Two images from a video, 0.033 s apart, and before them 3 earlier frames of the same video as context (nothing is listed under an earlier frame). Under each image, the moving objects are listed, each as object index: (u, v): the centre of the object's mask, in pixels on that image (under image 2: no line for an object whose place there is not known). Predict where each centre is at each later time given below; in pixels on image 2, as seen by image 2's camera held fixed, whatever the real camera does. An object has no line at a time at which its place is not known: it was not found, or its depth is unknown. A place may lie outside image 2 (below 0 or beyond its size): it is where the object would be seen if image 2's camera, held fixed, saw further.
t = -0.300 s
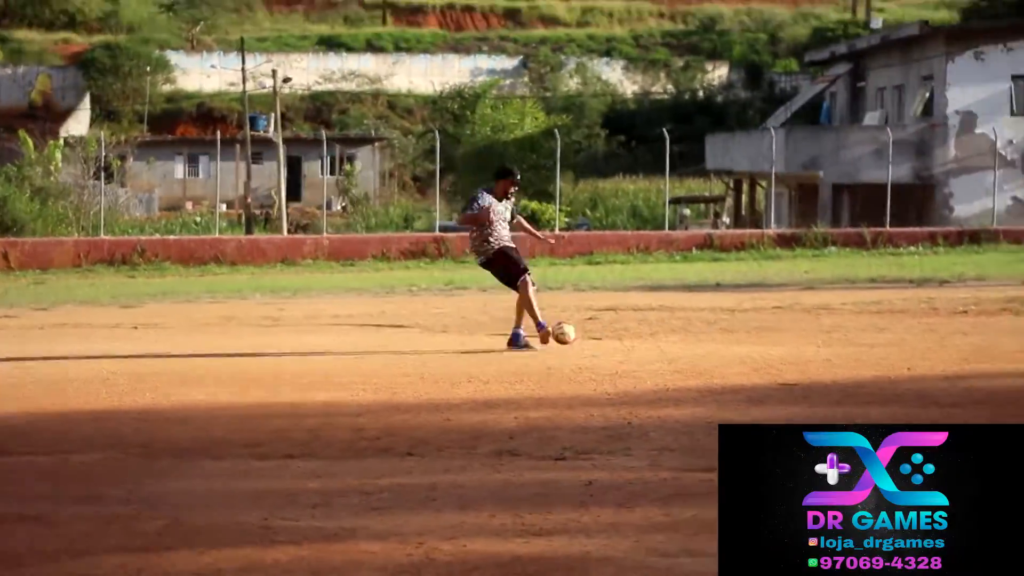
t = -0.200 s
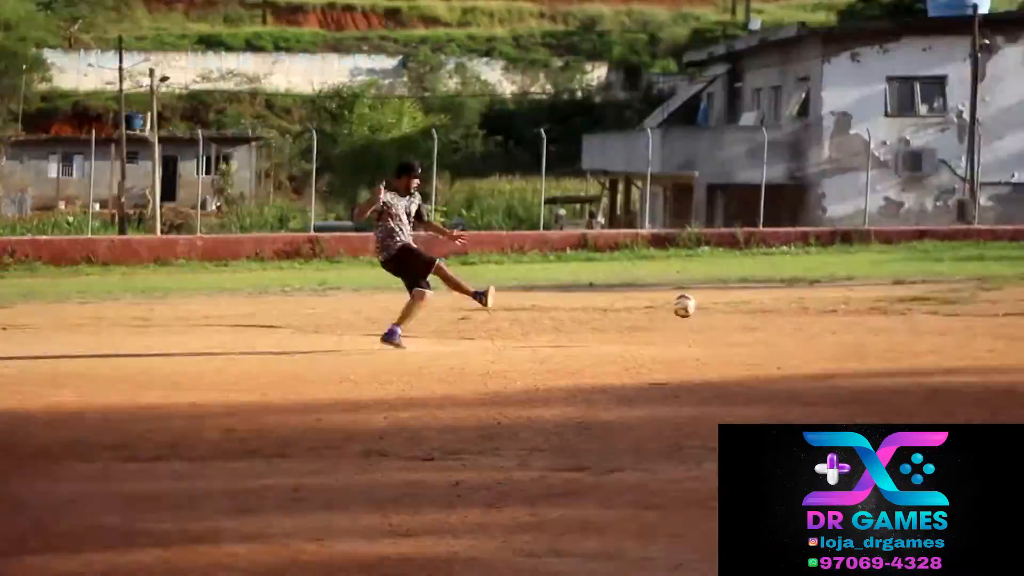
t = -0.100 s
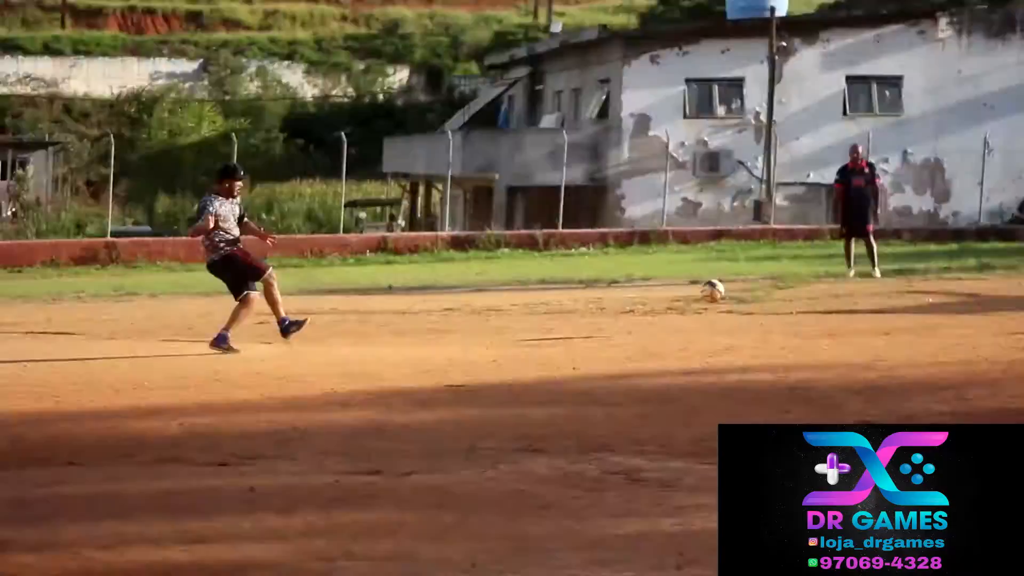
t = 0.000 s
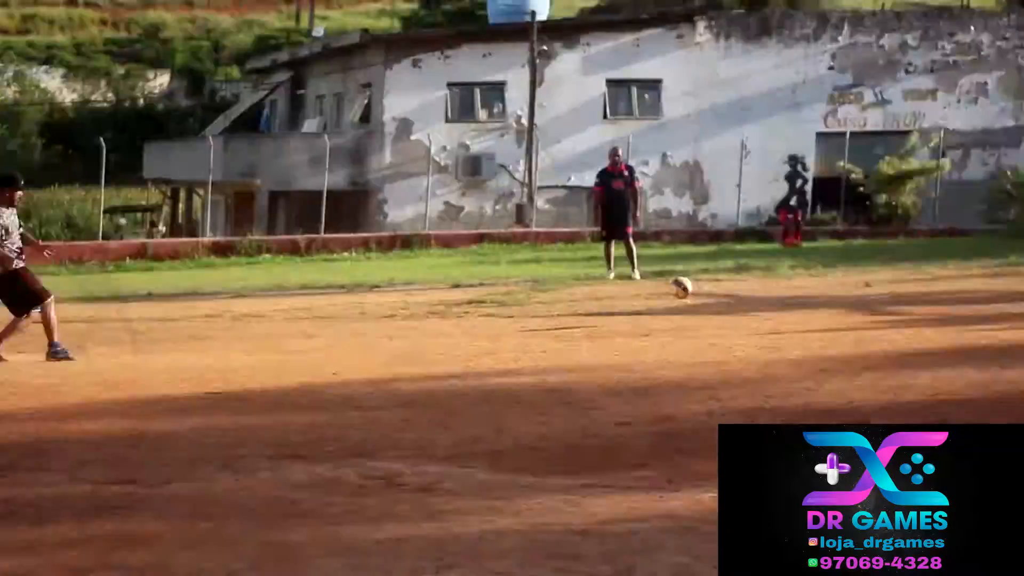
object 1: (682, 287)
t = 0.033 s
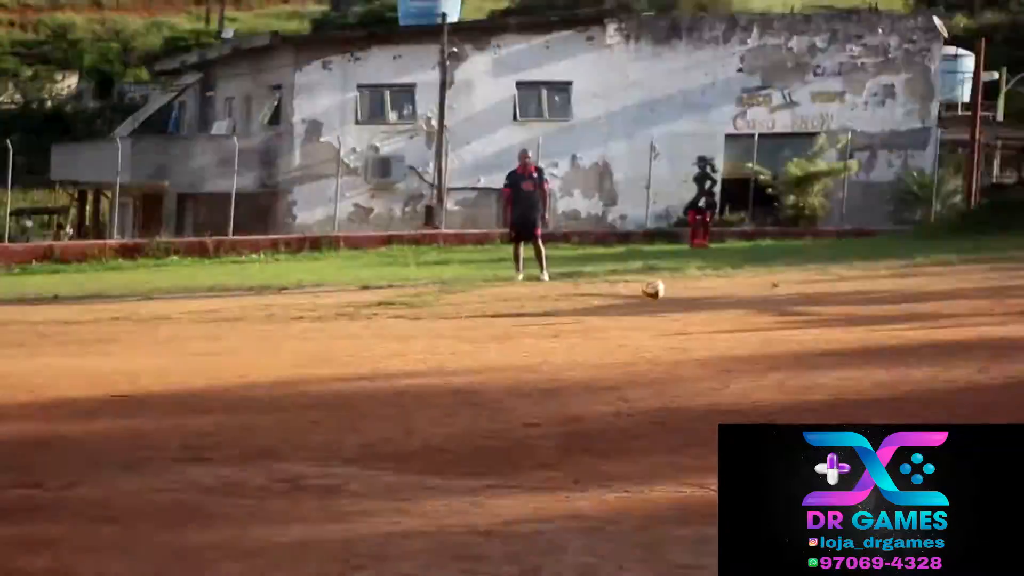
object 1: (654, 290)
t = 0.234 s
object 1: (963, 272)
